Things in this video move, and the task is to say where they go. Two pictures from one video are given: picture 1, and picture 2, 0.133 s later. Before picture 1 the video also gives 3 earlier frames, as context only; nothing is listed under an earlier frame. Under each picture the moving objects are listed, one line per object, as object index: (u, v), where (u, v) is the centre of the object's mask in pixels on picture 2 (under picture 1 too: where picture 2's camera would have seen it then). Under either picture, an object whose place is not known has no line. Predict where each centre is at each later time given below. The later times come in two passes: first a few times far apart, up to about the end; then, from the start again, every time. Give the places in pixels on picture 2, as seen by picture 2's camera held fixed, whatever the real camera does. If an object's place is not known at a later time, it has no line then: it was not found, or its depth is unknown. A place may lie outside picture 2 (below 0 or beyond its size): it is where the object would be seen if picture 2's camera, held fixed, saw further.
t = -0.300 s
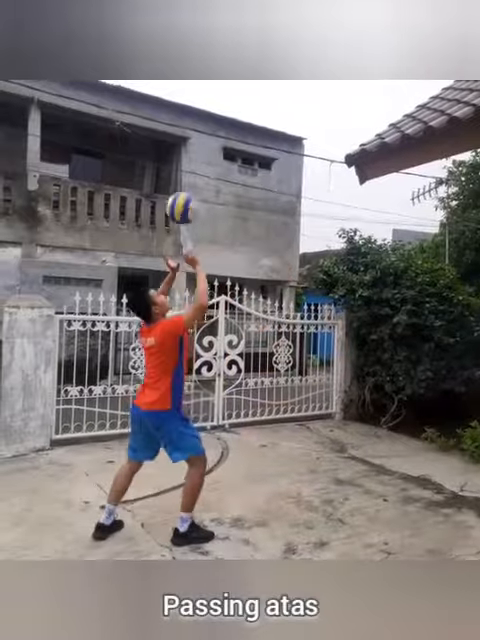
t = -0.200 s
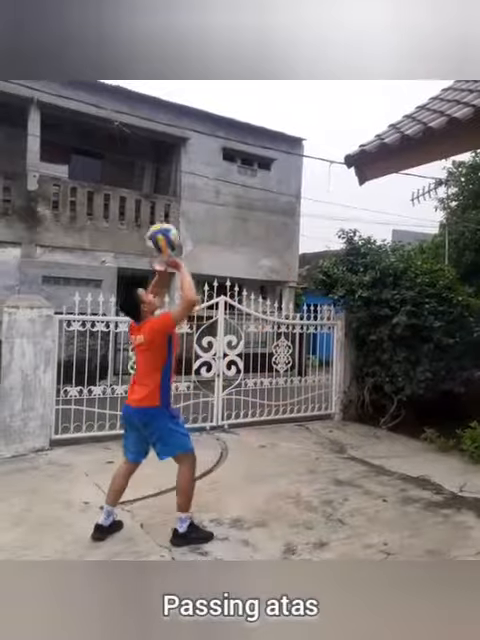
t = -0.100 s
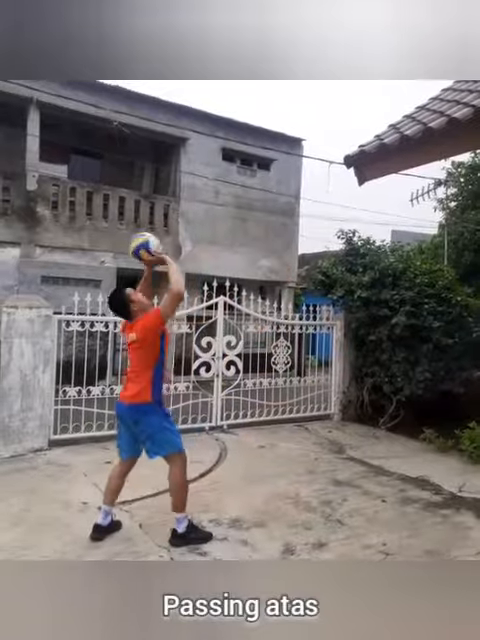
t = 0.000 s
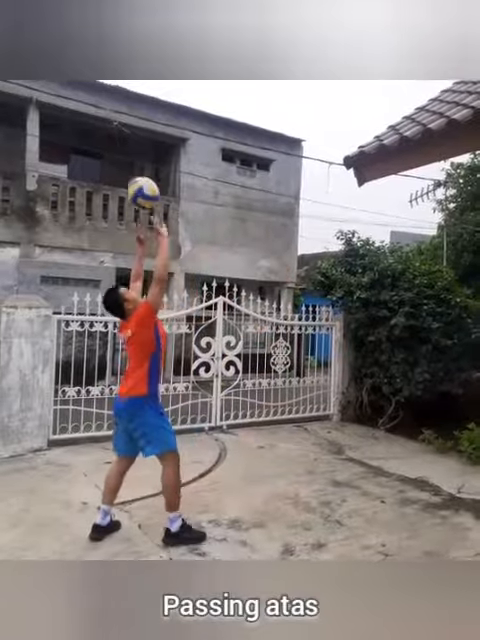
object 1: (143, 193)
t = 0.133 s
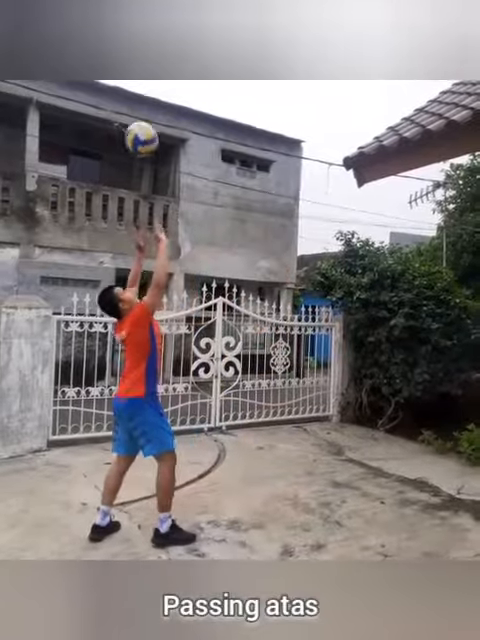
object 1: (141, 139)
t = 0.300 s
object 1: (139, 107)
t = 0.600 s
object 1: (133, 153)
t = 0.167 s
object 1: (142, 128)
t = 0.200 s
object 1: (142, 121)
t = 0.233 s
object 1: (140, 114)
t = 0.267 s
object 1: (140, 110)
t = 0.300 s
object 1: (139, 107)
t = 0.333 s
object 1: (139, 106)
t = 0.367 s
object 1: (139, 106)
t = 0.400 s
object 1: (138, 107)
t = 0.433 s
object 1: (138, 111)
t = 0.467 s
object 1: (136, 115)
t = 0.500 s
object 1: (135, 123)
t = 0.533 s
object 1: (135, 131)
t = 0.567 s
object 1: (135, 141)
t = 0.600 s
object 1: (133, 153)
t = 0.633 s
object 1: (133, 166)
